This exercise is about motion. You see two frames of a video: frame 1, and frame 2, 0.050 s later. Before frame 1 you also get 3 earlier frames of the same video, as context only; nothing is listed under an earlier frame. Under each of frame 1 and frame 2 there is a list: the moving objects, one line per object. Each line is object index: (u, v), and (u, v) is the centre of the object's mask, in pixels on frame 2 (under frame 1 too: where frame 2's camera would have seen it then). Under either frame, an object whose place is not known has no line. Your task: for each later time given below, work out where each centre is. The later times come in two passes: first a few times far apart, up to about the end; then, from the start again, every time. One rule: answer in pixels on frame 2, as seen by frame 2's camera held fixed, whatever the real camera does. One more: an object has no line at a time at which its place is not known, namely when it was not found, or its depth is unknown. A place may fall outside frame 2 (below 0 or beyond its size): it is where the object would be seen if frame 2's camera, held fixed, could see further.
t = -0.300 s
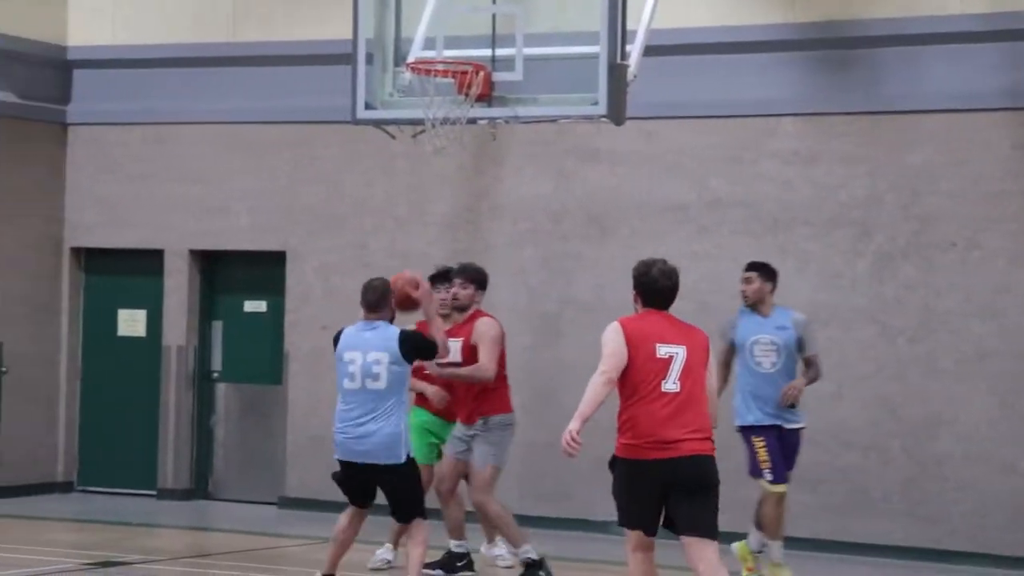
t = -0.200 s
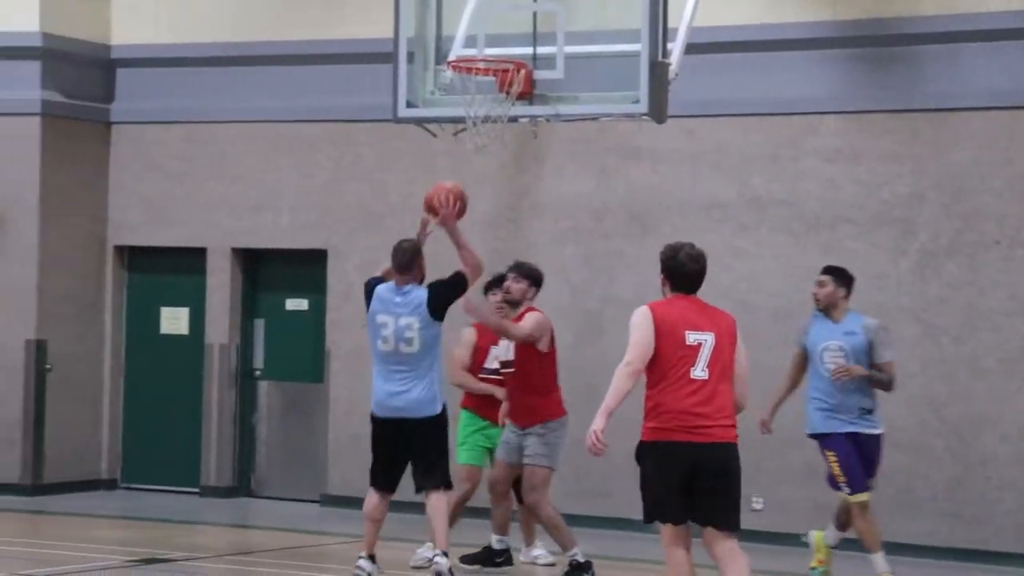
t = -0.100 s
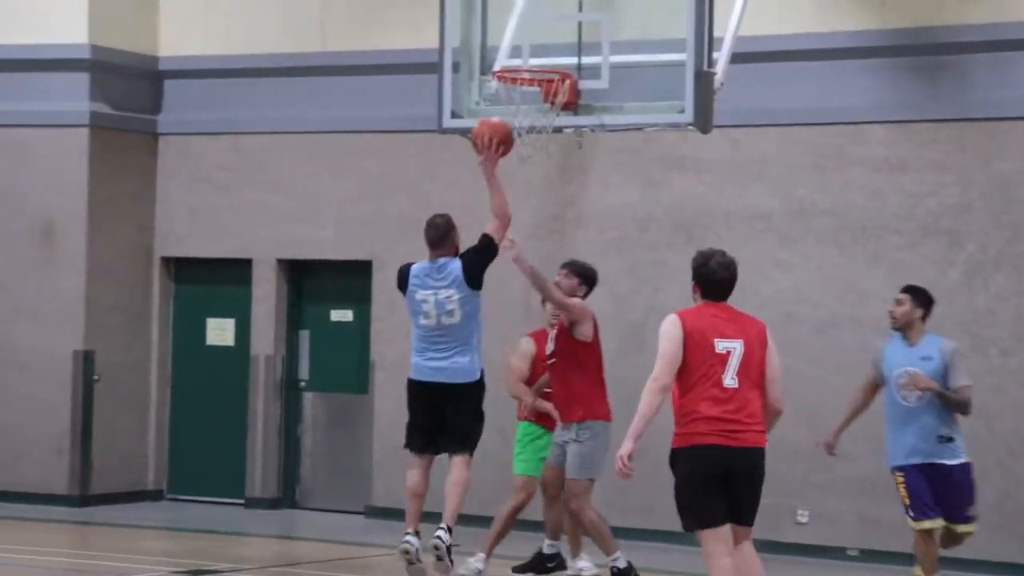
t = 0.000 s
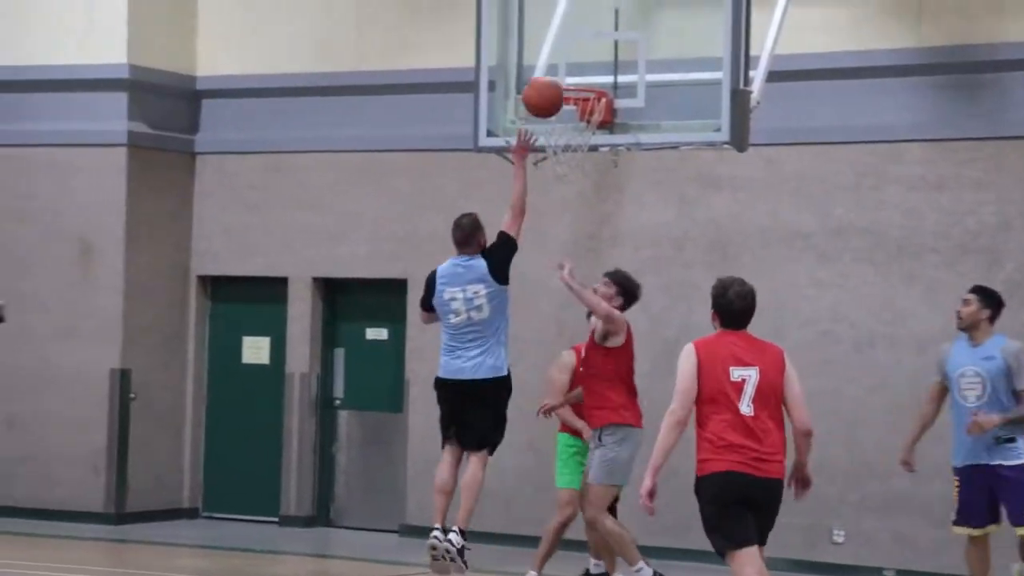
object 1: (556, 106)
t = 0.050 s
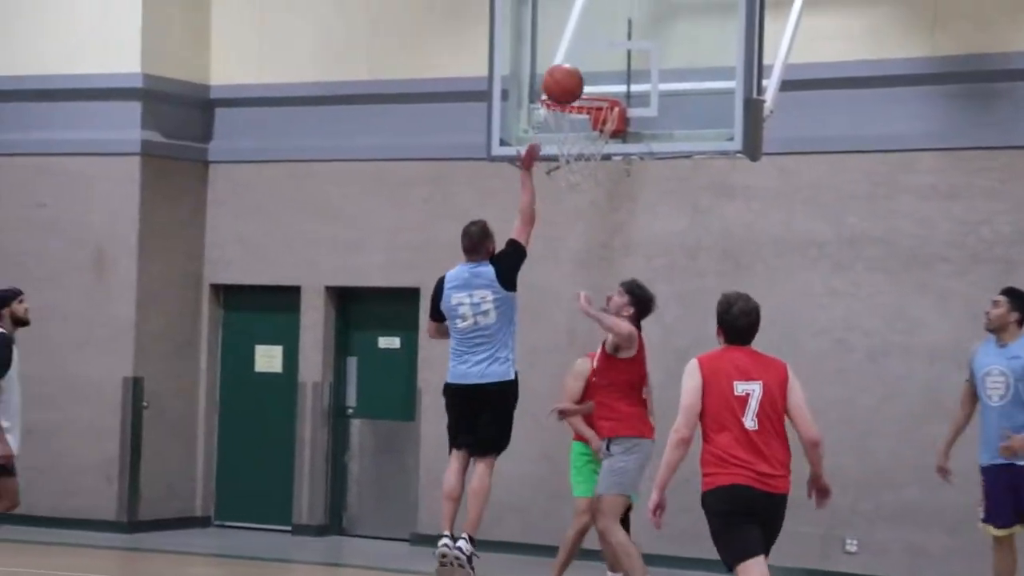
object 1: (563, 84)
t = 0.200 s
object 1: (583, 46)
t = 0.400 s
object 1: (605, 55)
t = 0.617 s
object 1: (565, 107)
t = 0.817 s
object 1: (601, 174)
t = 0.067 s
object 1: (565, 78)
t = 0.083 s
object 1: (567, 72)
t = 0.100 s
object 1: (570, 67)
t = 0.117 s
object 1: (572, 62)
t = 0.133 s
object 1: (574, 58)
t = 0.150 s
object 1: (576, 54)
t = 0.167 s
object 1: (578, 51)
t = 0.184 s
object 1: (580, 49)
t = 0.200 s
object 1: (583, 46)
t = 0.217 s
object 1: (585, 45)
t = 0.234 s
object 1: (587, 44)
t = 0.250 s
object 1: (589, 43)
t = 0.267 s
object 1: (590, 43)
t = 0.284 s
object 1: (592, 42)
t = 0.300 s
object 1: (594, 43)
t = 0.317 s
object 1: (596, 44)
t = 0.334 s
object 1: (598, 45)
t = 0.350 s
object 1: (599, 47)
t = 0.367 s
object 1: (601, 49)
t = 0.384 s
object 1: (603, 52)
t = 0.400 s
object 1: (605, 55)
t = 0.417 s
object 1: (606, 59)
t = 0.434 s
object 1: (604, 61)
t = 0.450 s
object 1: (600, 63)
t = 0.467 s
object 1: (596, 66)
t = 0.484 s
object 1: (592, 69)
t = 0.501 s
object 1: (588, 72)
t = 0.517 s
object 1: (584, 76)
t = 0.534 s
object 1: (580, 80)
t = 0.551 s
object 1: (576, 83)
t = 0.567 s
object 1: (572, 86)
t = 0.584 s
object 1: (567, 98)
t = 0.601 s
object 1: (564, 104)
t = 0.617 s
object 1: (565, 107)
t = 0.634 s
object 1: (568, 114)
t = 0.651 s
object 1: (572, 119)
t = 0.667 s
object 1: (575, 122)
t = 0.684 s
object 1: (580, 128)
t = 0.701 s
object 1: (582, 134)
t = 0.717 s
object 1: (587, 141)
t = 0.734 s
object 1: (589, 148)
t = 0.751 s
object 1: (593, 153)
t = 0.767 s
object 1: (595, 159)
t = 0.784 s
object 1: (597, 164)
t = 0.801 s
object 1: (599, 169)
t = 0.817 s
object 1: (601, 174)
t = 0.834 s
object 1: (603, 180)
